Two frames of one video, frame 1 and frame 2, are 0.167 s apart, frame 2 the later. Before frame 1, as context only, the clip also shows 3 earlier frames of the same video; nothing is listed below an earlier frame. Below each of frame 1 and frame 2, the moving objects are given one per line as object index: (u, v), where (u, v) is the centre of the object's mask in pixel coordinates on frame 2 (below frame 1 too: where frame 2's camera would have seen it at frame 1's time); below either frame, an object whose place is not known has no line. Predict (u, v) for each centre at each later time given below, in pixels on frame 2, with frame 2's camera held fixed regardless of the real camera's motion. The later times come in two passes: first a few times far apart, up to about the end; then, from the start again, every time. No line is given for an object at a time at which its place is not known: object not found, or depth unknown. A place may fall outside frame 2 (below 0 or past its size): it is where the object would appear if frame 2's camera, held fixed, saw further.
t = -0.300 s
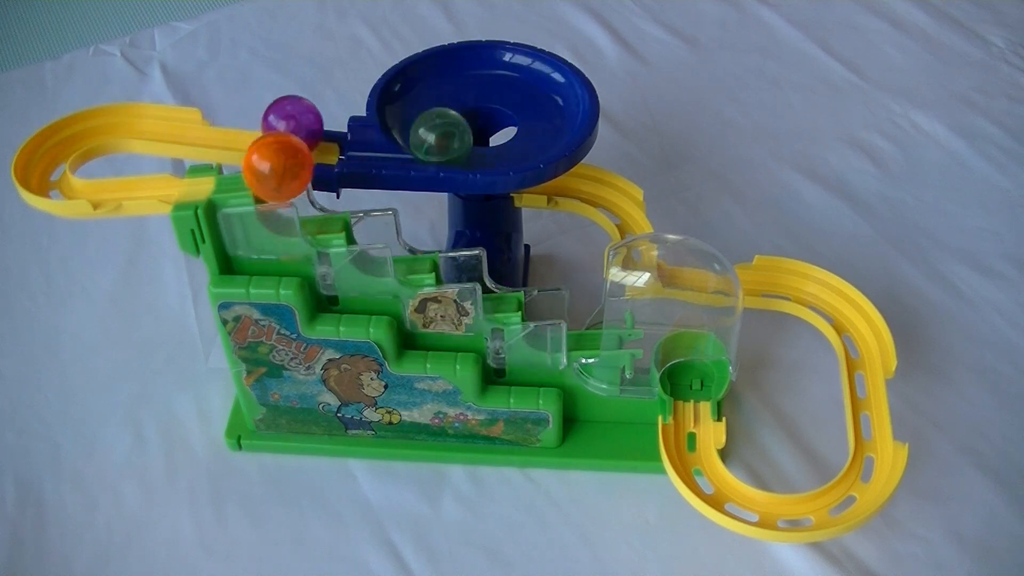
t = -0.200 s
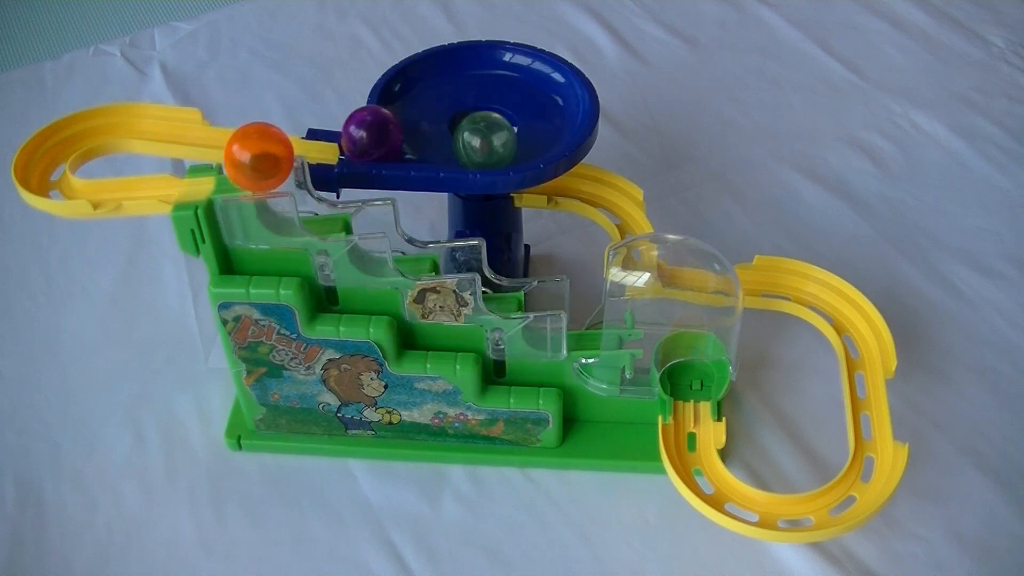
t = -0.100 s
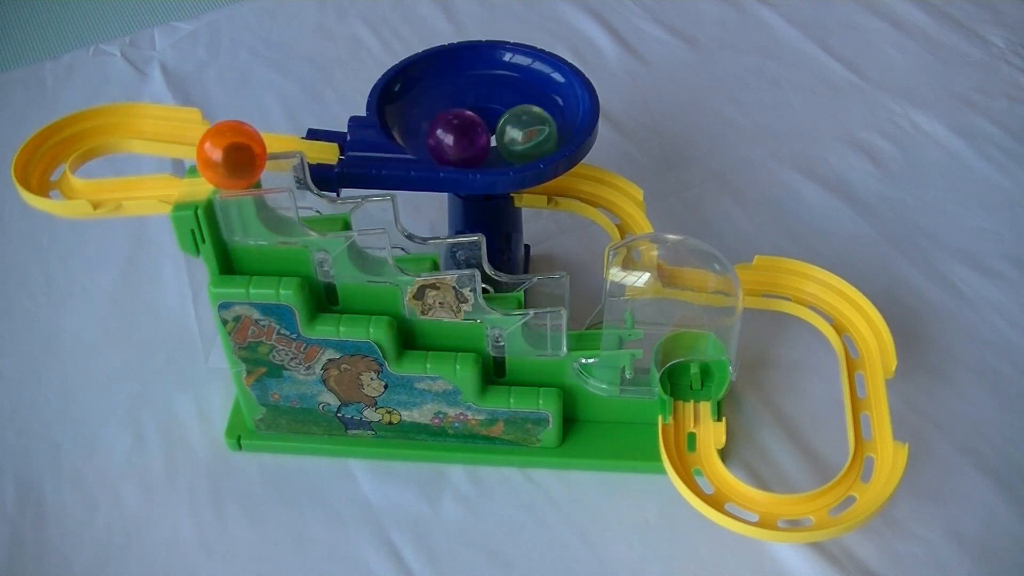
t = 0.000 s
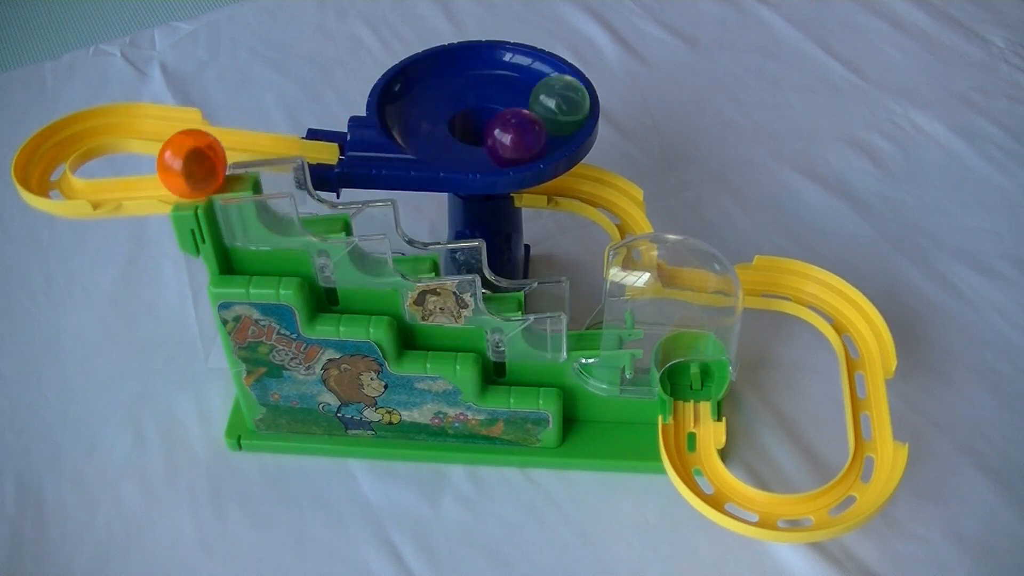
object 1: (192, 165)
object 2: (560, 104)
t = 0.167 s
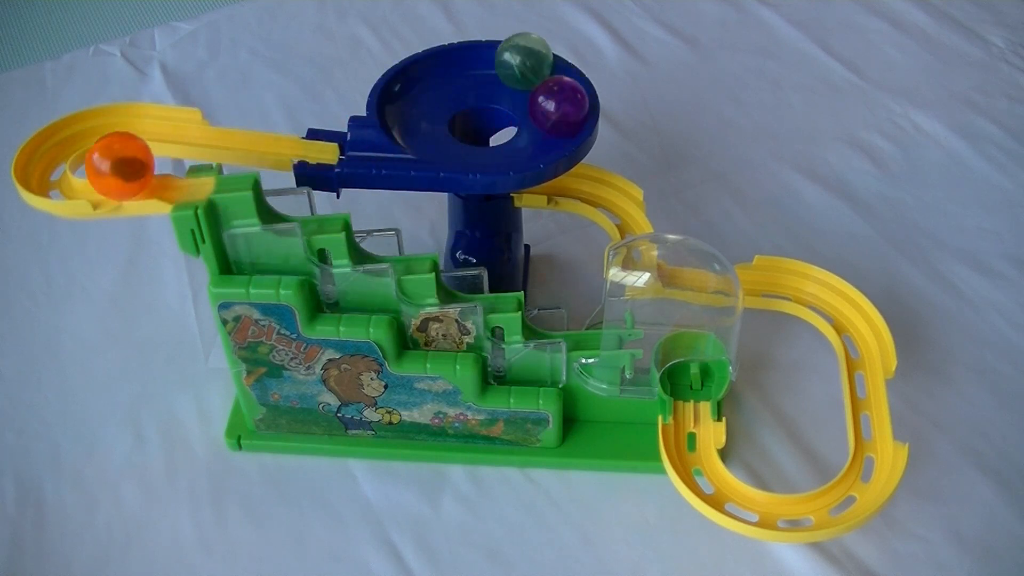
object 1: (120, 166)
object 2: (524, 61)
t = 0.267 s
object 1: (71, 168)
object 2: (477, 54)
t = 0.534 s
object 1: (113, 107)
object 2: (405, 102)
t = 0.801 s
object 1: (299, 128)
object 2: (489, 141)
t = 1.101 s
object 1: (474, 140)
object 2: (559, 83)
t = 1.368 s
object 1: (551, 118)
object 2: (482, 55)
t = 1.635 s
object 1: (556, 87)
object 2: (418, 80)
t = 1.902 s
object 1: (530, 74)
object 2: (428, 126)
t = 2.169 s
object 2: (516, 136)
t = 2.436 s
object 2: (559, 95)
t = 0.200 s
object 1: (104, 167)
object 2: (509, 57)
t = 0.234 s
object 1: (88, 169)
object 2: (493, 54)
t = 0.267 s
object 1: (71, 168)
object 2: (477, 54)
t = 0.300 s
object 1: (55, 166)
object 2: (462, 56)
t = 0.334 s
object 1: (44, 162)
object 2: (449, 60)
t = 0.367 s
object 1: (40, 156)
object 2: (436, 64)
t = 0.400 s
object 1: (40, 149)
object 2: (425, 70)
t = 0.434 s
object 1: (52, 130)
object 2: (416, 77)
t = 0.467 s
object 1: (67, 119)
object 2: (410, 85)
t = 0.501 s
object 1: (89, 111)
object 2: (406, 93)
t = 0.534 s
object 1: (113, 107)
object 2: (405, 102)
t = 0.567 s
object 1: (138, 107)
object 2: (407, 110)
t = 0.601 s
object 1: (161, 110)
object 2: (411, 120)
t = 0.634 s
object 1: (183, 112)
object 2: (420, 127)
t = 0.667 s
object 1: (204, 115)
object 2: (431, 134)
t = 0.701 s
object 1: (226, 118)
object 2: (443, 138)
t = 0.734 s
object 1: (249, 121)
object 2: (458, 140)
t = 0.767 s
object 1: (274, 124)
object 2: (473, 141)
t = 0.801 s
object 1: (299, 128)
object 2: (489, 141)
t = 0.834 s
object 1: (325, 131)
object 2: (505, 140)
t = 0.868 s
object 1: (352, 134)
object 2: (519, 137)
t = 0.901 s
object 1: (372, 135)
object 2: (531, 132)
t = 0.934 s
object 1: (390, 136)
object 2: (542, 126)
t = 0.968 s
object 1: (406, 136)
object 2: (551, 119)
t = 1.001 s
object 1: (419, 137)
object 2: (557, 111)
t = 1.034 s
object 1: (436, 138)
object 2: (560, 102)
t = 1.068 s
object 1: (455, 139)
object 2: (560, 93)
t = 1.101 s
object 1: (474, 140)
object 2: (559, 83)
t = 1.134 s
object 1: (491, 140)
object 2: (553, 72)
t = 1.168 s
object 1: (507, 139)
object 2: (543, 68)
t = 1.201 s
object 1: (517, 137)
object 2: (534, 64)
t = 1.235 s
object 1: (527, 134)
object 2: (525, 61)
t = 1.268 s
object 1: (535, 129)
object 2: (516, 59)
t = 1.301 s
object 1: (542, 126)
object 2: (506, 57)
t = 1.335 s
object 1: (547, 122)
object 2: (495, 56)
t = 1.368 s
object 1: (551, 118)
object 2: (482, 55)
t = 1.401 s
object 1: (555, 114)
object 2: (471, 55)
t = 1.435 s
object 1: (557, 110)
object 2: (461, 57)
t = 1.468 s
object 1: (559, 106)
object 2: (450, 59)
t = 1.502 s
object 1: (560, 101)
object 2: (442, 63)
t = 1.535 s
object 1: (559, 98)
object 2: (435, 67)
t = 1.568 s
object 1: (559, 94)
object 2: (428, 70)
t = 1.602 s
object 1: (558, 90)
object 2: (422, 75)
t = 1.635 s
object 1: (556, 87)
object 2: (418, 80)
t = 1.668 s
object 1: (554, 84)
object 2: (414, 85)
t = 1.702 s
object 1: (551, 81)
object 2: (412, 91)
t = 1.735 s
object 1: (548, 79)
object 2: (411, 97)
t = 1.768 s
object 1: (546, 77)
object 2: (411, 103)
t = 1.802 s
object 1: (542, 75)
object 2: (413, 109)
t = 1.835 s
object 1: (539, 74)
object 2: (417, 115)
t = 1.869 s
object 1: (535, 74)
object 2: (422, 120)
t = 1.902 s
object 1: (530, 74)
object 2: (428, 126)
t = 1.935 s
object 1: (526, 74)
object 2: (436, 131)
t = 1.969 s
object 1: (521, 75)
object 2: (445, 136)
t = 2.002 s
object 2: (454, 139)
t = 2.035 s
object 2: (466, 141)
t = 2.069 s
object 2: (478, 142)
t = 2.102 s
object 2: (491, 142)
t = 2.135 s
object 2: (504, 140)
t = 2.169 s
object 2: (516, 136)
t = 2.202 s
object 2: (528, 133)
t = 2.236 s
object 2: (538, 128)
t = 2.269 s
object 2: (547, 123)
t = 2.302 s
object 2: (553, 116)
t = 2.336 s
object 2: (557, 109)
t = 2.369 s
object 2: (559, 104)
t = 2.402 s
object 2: (560, 99)
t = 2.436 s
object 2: (559, 95)
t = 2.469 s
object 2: (558, 91)
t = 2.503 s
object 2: (556, 87)
